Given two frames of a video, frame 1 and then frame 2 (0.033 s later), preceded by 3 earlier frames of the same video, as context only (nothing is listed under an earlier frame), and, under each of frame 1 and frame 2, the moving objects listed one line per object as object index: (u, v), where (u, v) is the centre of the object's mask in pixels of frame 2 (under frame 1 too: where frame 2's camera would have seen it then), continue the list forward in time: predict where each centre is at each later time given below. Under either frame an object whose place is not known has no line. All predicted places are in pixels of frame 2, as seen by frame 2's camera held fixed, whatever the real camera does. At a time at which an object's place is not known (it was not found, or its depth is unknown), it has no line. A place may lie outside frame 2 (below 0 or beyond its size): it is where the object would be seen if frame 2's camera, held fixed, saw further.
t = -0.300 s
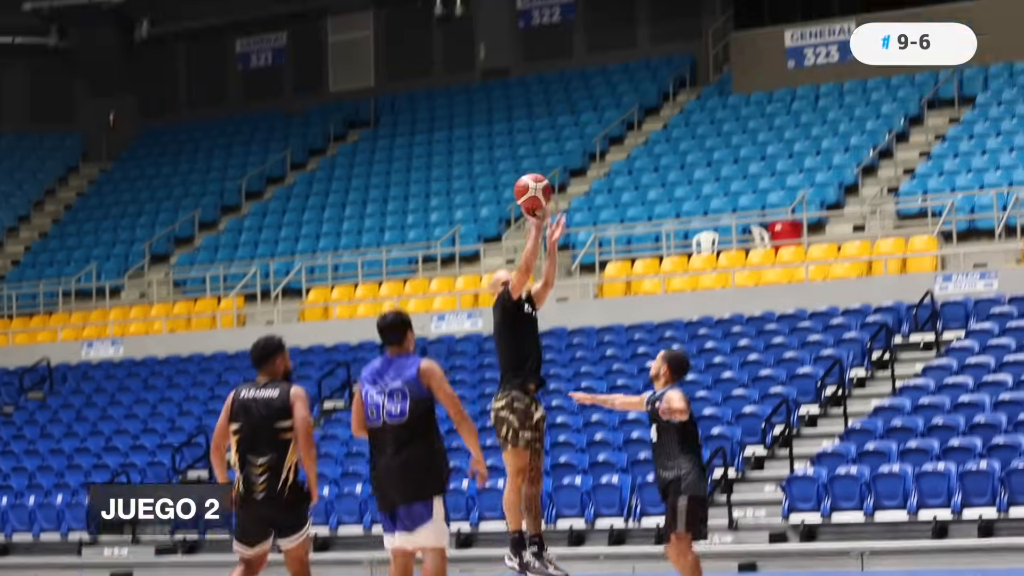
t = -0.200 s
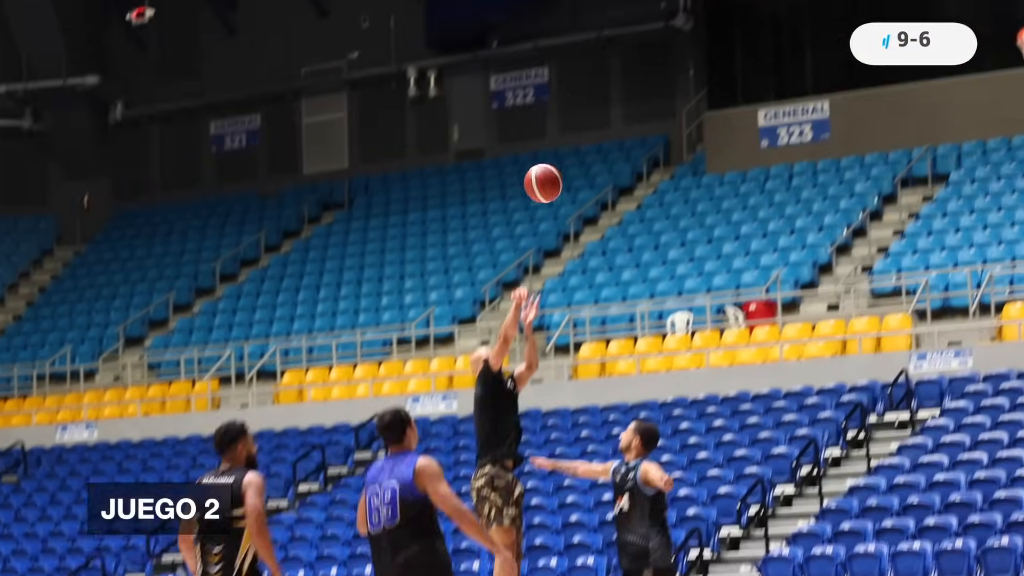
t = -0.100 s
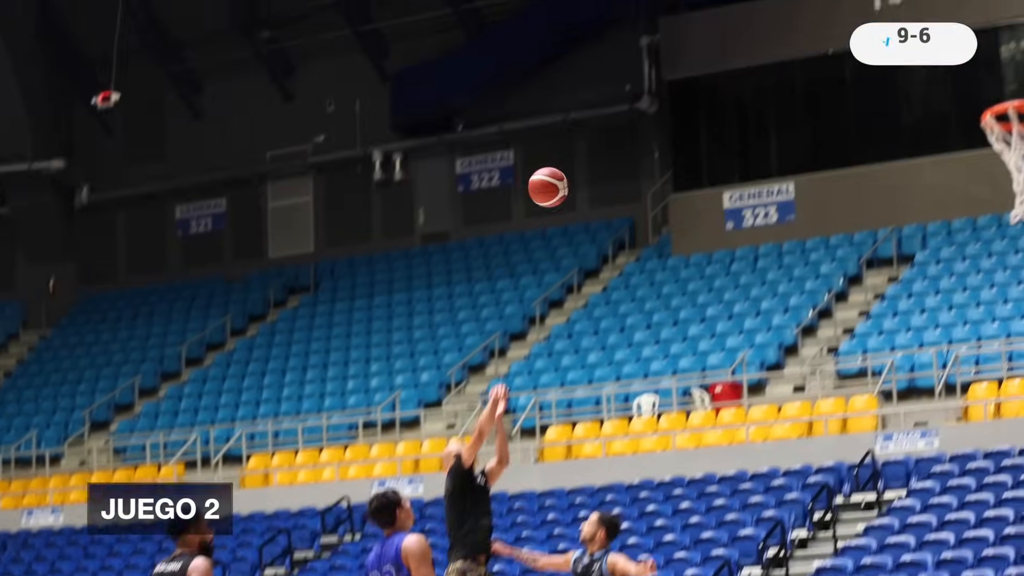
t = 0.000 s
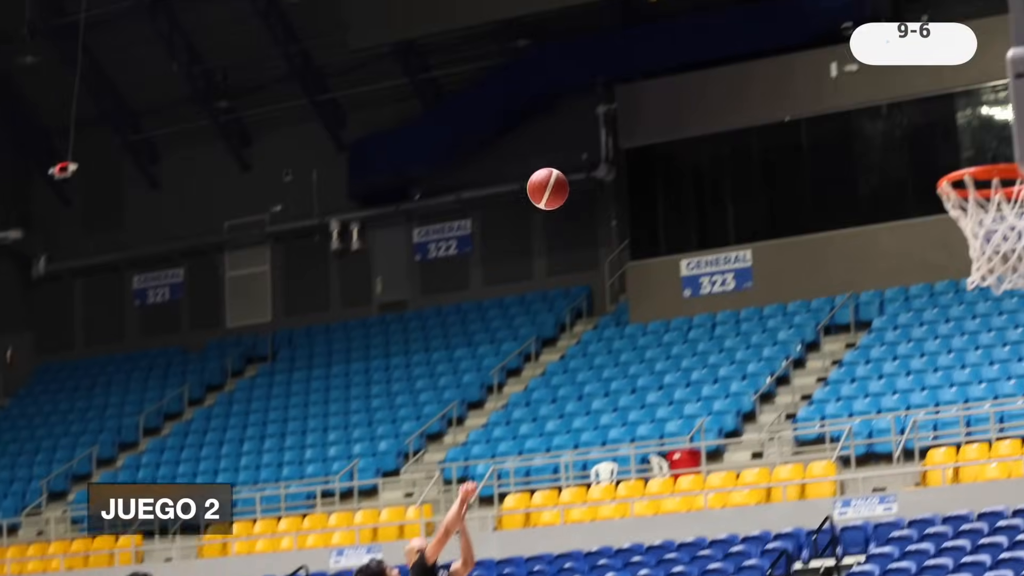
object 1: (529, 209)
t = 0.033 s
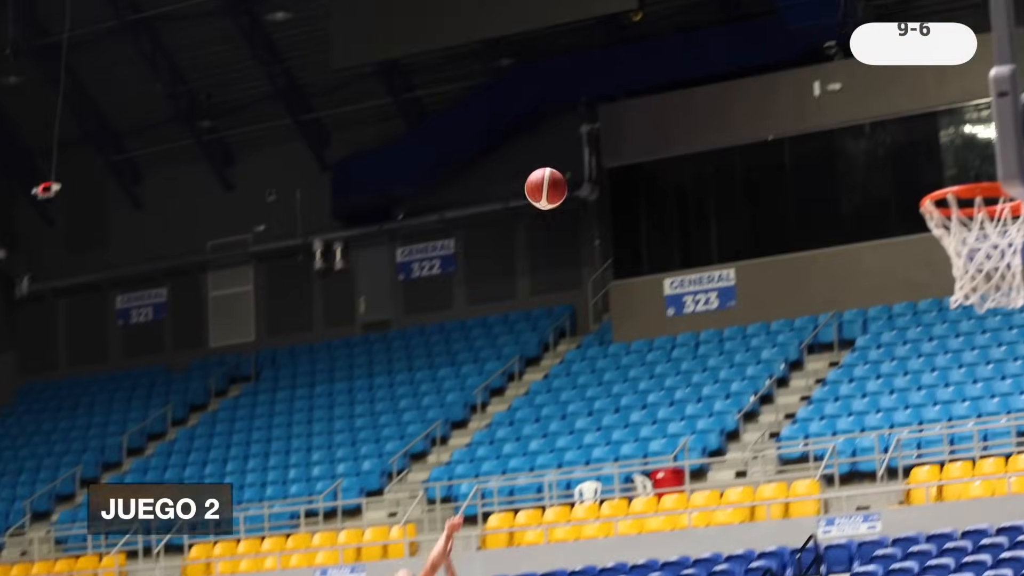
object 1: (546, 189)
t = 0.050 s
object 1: (554, 179)
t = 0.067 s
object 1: (562, 170)
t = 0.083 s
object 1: (571, 161)
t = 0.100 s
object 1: (579, 153)
